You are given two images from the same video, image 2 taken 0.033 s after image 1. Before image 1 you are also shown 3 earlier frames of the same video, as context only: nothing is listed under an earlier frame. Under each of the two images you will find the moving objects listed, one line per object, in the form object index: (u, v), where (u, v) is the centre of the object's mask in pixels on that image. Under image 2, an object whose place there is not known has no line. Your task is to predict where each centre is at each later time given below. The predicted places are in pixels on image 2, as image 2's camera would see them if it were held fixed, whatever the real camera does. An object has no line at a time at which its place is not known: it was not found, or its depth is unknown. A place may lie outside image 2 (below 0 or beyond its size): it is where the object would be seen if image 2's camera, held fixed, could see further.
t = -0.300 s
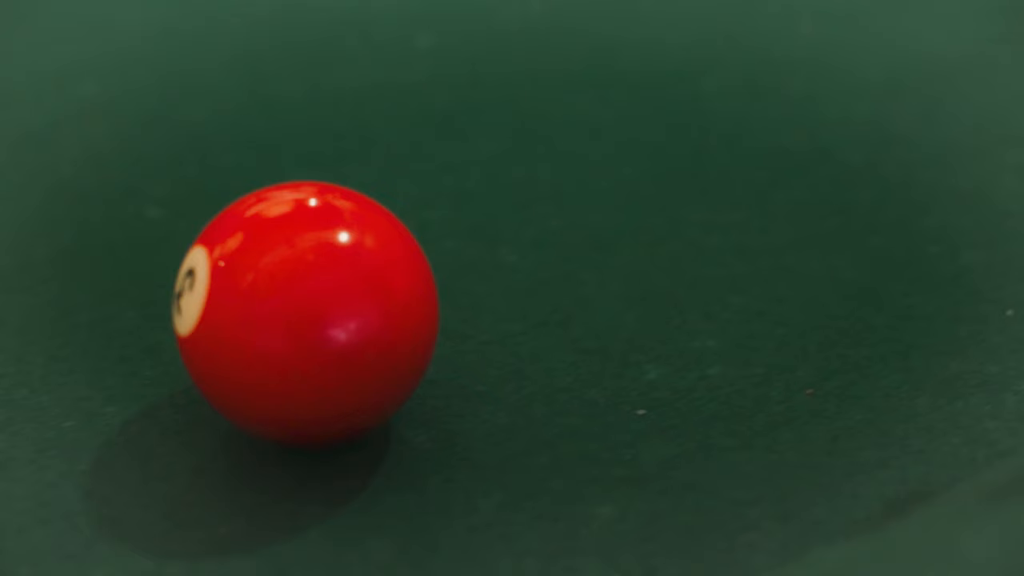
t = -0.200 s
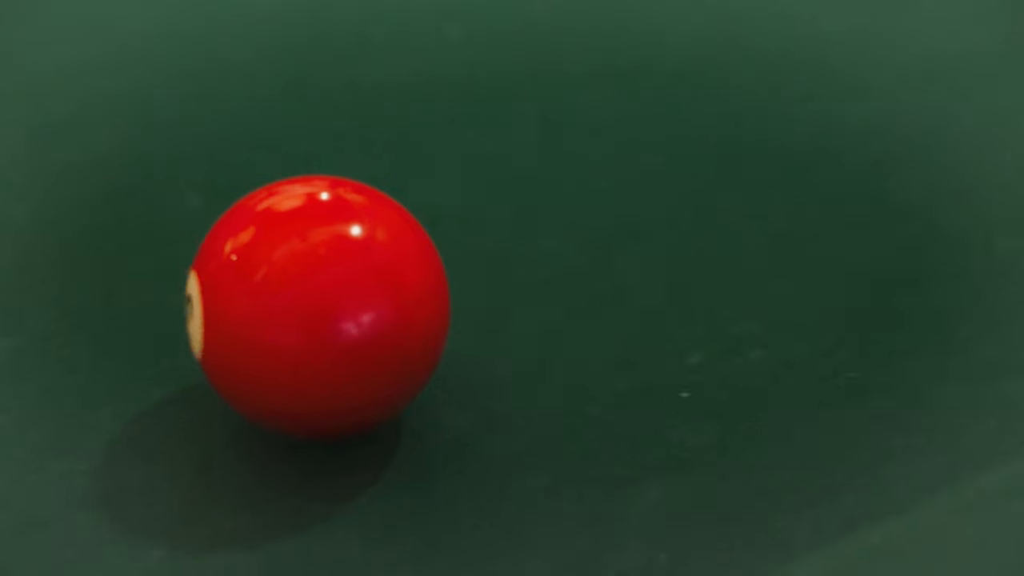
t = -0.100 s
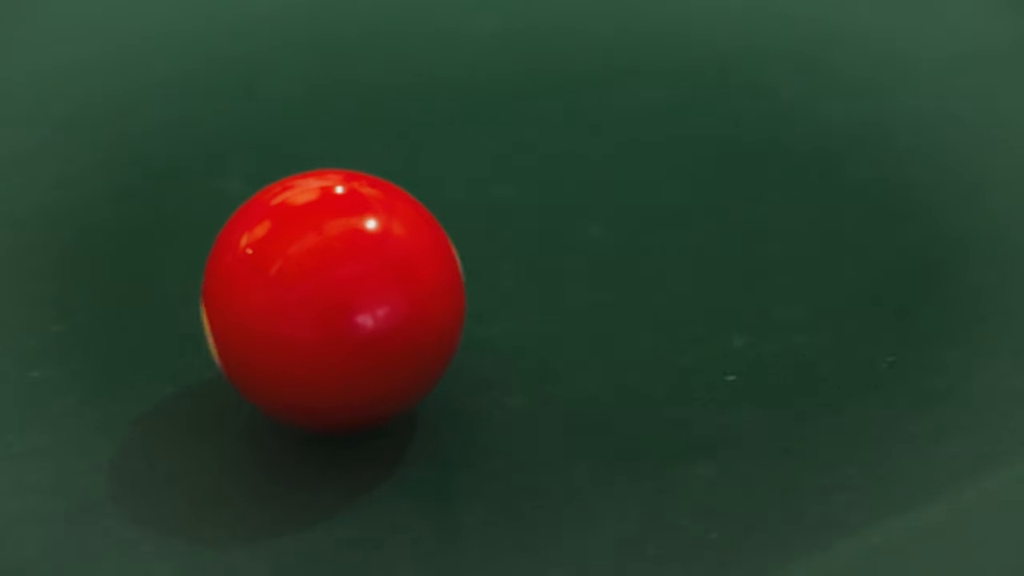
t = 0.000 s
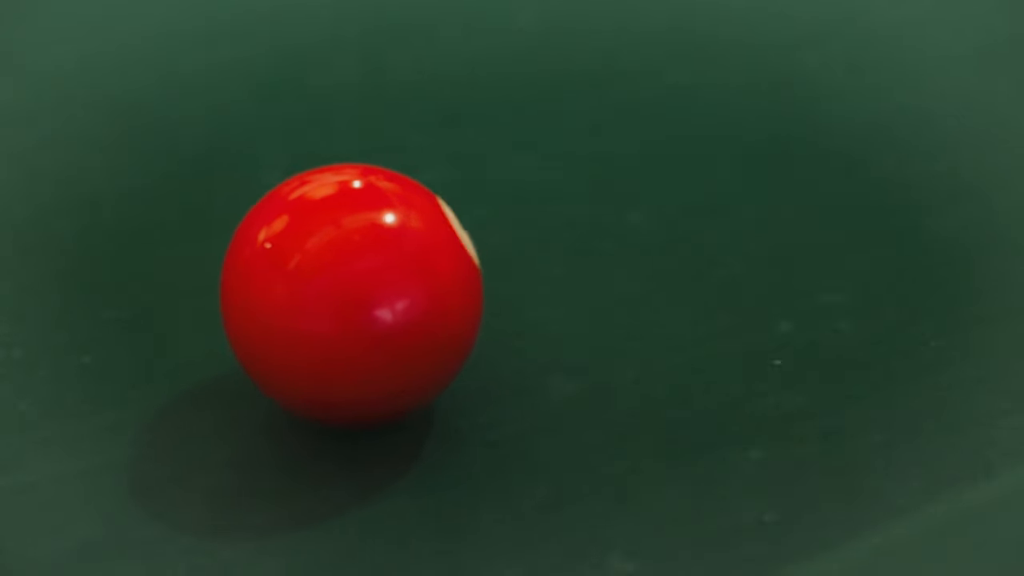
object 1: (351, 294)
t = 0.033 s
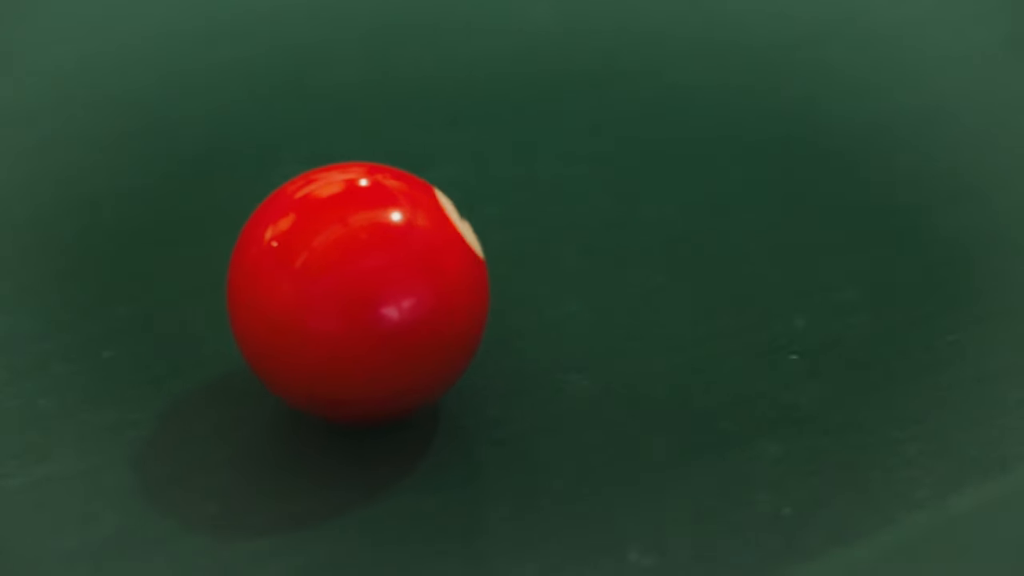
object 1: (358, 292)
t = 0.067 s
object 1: (359, 292)
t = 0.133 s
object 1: (362, 291)
